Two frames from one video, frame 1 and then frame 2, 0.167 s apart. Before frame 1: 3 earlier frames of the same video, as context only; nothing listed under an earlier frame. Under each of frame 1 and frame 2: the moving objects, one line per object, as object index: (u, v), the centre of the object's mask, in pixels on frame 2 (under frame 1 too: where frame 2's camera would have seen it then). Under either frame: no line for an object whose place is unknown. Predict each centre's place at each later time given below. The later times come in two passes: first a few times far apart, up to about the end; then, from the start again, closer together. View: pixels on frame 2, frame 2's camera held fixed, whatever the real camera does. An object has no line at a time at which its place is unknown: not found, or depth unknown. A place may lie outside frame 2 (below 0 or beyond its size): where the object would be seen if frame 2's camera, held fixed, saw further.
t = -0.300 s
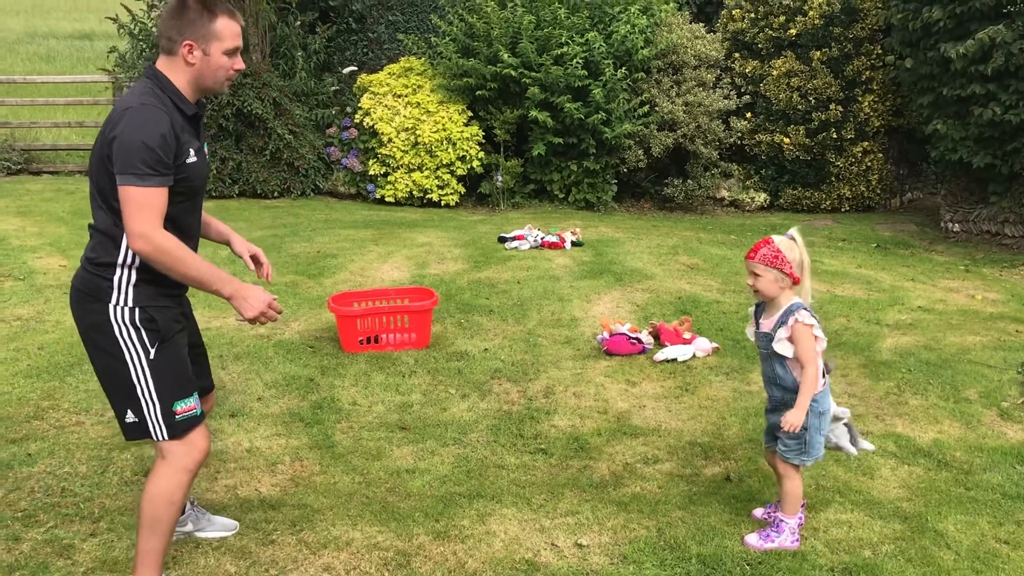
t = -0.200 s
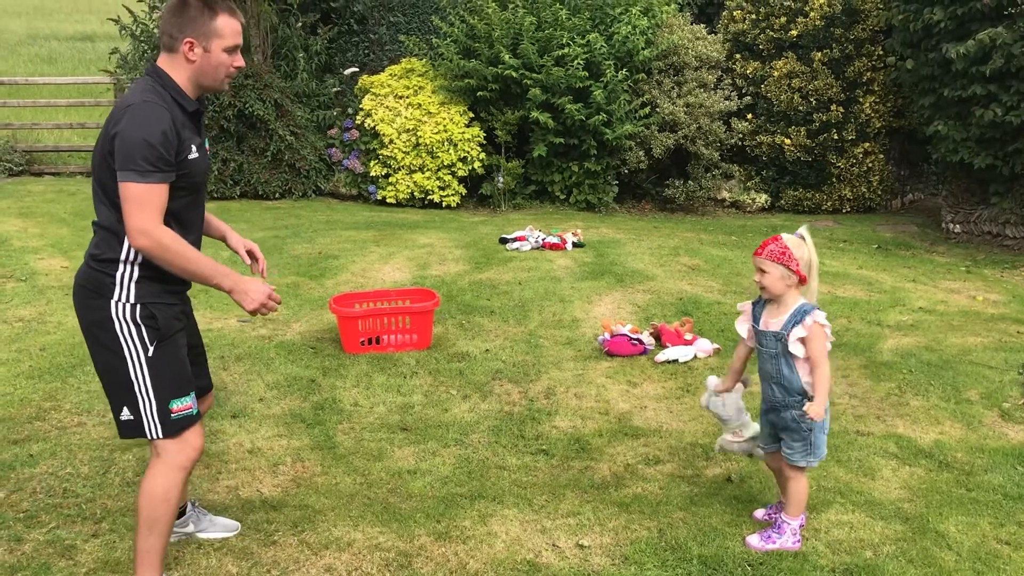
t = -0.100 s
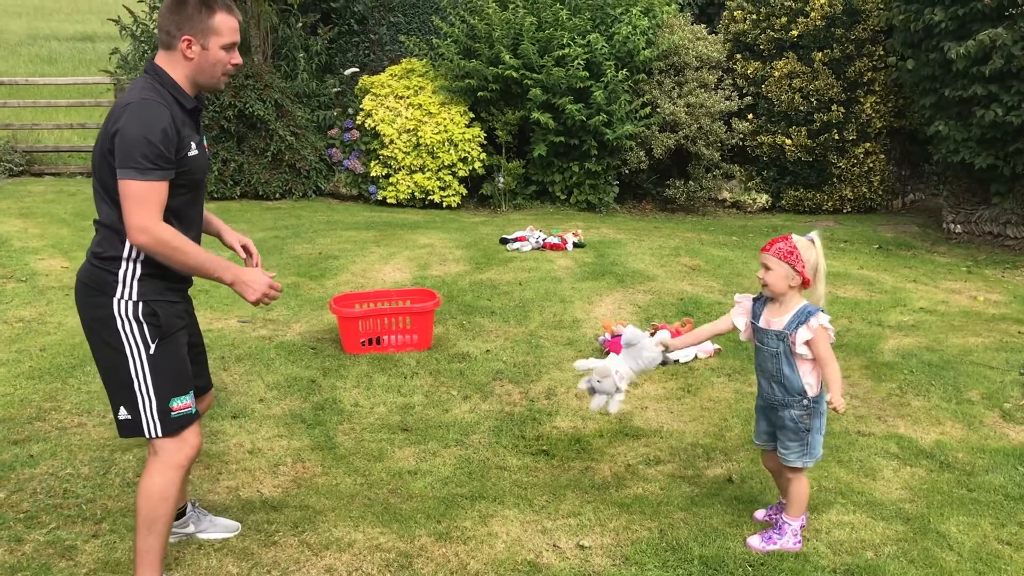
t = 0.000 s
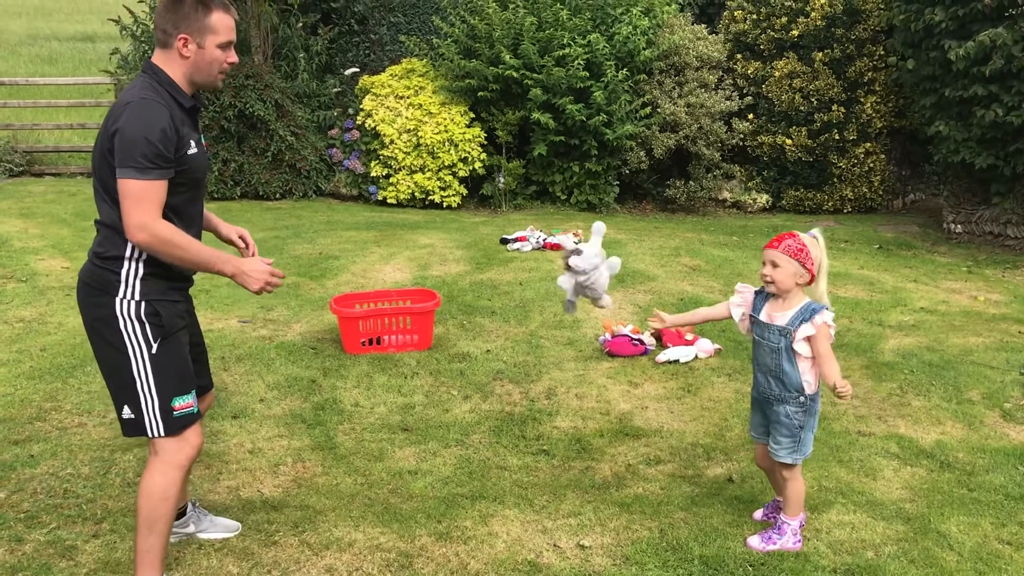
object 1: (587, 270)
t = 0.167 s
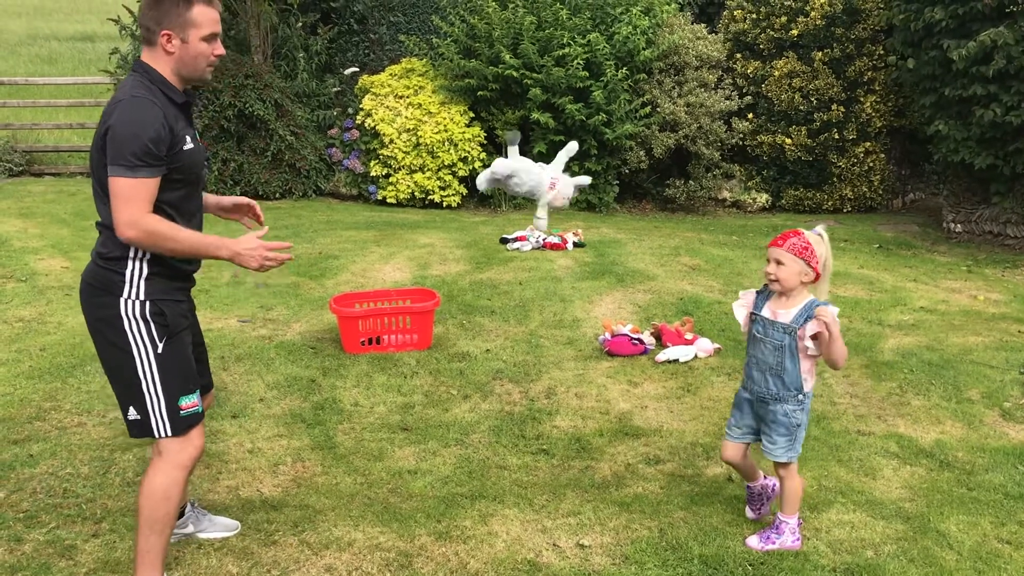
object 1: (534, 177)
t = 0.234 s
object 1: (508, 162)
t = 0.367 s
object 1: (456, 183)
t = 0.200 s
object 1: (520, 170)
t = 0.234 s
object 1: (508, 162)
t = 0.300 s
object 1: (484, 166)
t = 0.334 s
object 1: (470, 173)
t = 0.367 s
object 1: (456, 183)
